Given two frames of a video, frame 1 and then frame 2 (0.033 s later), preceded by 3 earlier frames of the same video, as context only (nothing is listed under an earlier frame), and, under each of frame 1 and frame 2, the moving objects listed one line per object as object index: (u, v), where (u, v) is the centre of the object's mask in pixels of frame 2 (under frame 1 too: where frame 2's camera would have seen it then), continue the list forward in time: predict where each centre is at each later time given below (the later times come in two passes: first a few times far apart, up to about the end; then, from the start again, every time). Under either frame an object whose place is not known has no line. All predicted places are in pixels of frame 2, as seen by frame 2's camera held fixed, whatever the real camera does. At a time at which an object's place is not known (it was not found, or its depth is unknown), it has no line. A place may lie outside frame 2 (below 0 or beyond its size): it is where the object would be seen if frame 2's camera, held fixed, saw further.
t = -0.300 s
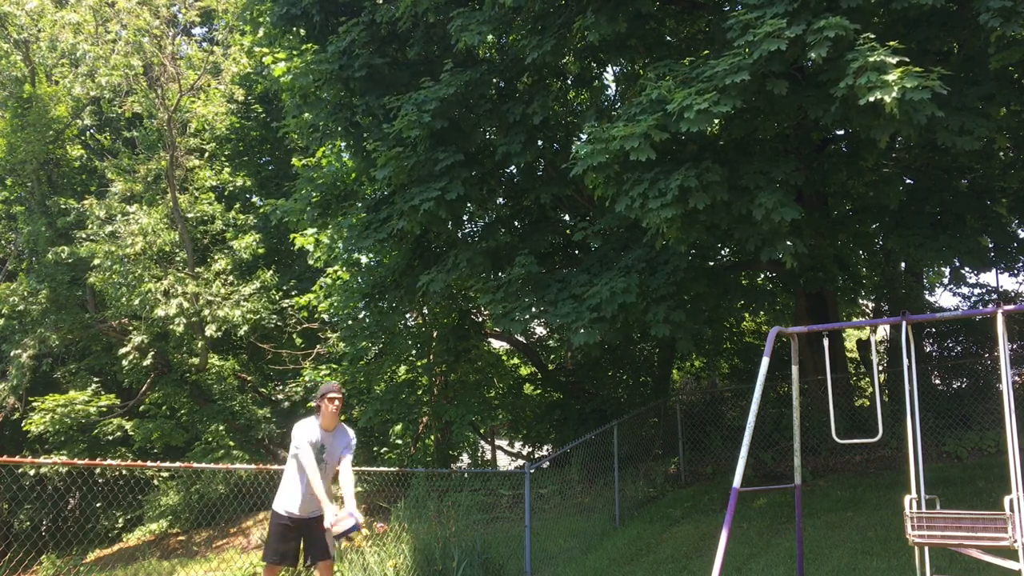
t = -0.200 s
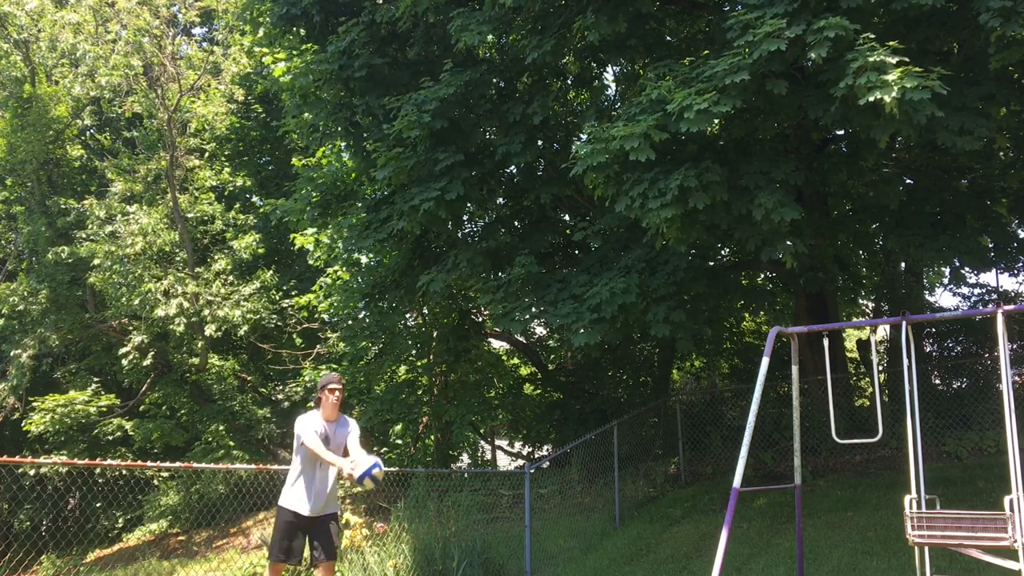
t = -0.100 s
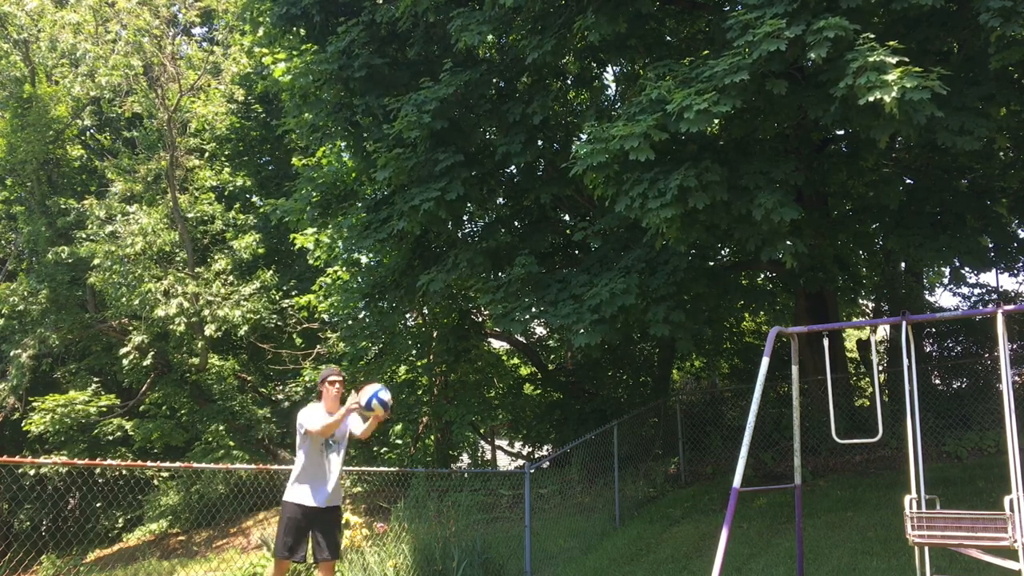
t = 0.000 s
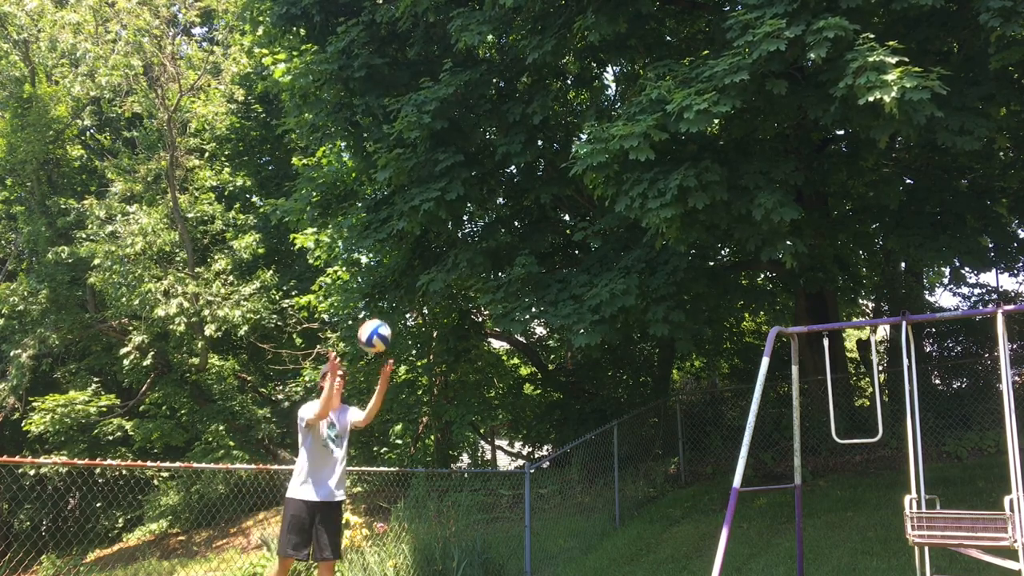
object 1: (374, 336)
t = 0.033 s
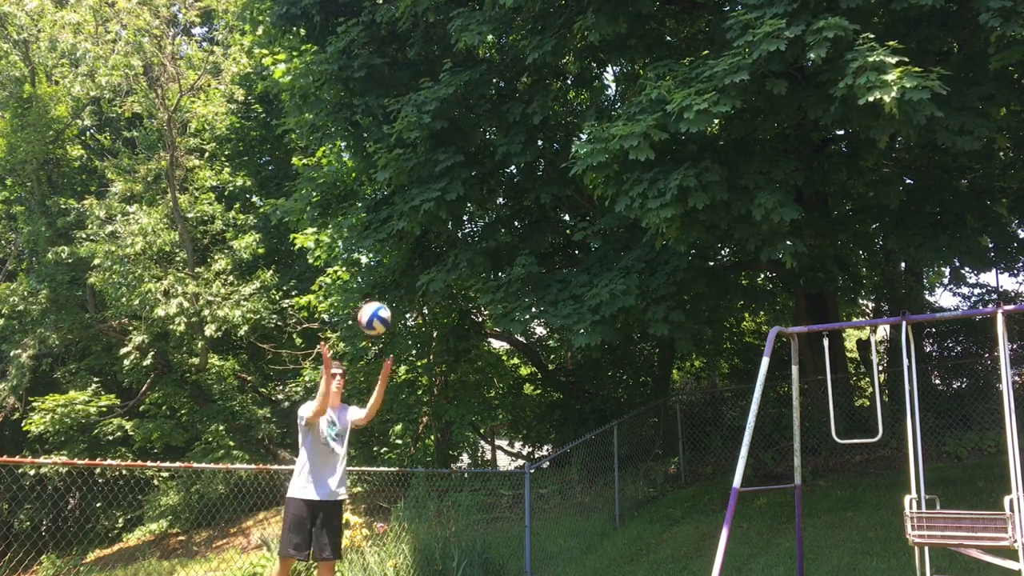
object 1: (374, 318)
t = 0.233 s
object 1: (373, 248)
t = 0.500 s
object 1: (371, 245)
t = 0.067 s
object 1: (374, 302)
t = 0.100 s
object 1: (374, 288)
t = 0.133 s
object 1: (374, 275)
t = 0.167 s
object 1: (373, 265)
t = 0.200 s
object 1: (374, 256)
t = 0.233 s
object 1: (373, 248)
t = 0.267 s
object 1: (373, 242)
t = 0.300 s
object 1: (373, 238)
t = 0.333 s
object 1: (373, 236)
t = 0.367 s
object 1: (372, 235)
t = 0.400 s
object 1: (372, 235)
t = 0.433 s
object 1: (372, 237)
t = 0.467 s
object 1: (372, 241)
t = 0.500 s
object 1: (371, 245)
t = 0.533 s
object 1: (371, 252)
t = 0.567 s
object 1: (370, 260)
